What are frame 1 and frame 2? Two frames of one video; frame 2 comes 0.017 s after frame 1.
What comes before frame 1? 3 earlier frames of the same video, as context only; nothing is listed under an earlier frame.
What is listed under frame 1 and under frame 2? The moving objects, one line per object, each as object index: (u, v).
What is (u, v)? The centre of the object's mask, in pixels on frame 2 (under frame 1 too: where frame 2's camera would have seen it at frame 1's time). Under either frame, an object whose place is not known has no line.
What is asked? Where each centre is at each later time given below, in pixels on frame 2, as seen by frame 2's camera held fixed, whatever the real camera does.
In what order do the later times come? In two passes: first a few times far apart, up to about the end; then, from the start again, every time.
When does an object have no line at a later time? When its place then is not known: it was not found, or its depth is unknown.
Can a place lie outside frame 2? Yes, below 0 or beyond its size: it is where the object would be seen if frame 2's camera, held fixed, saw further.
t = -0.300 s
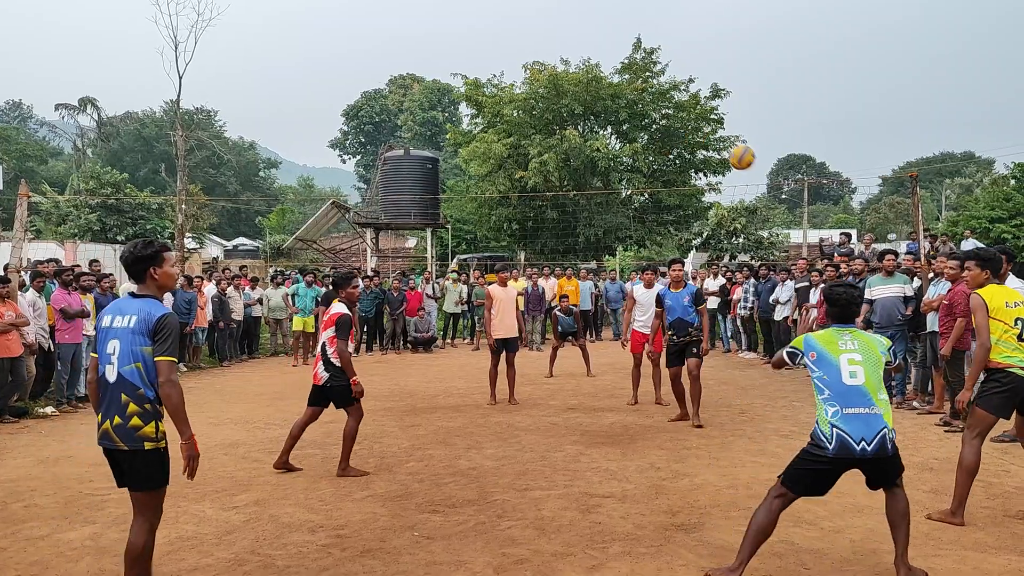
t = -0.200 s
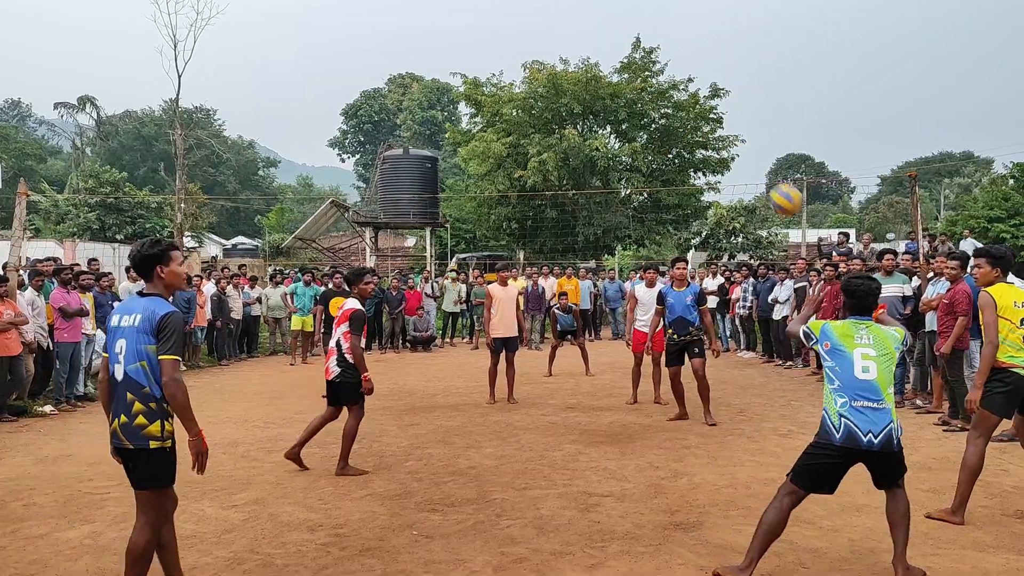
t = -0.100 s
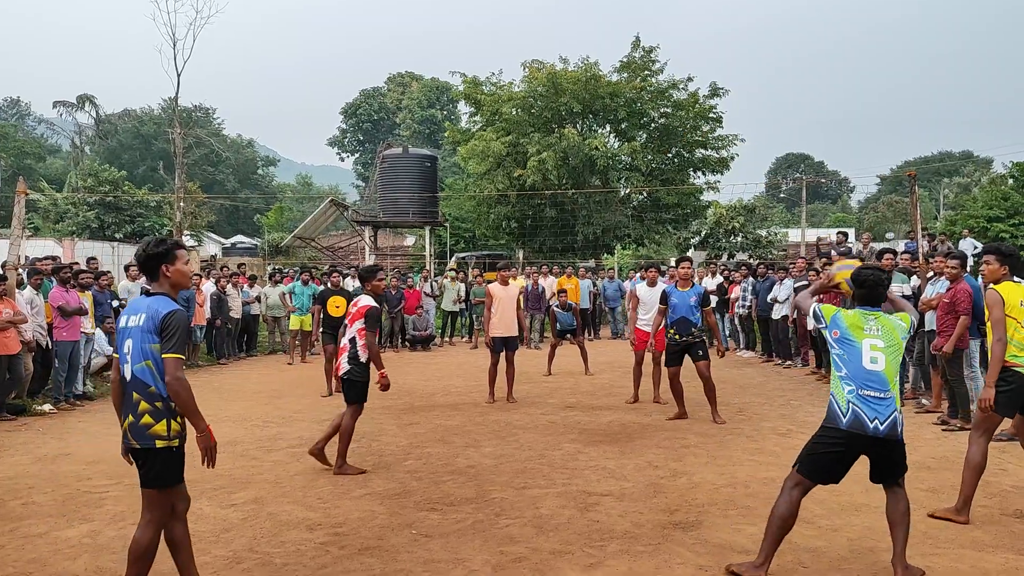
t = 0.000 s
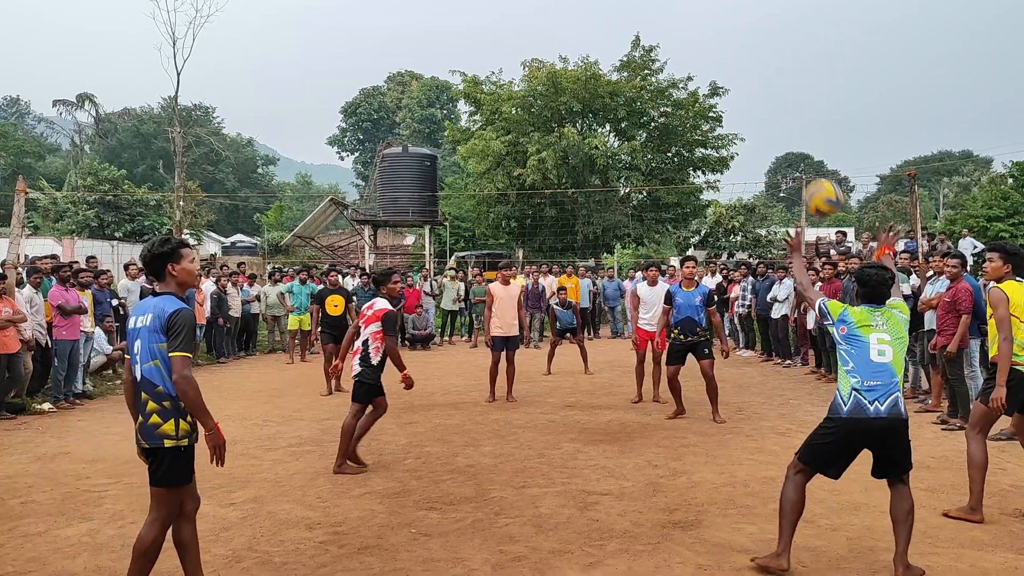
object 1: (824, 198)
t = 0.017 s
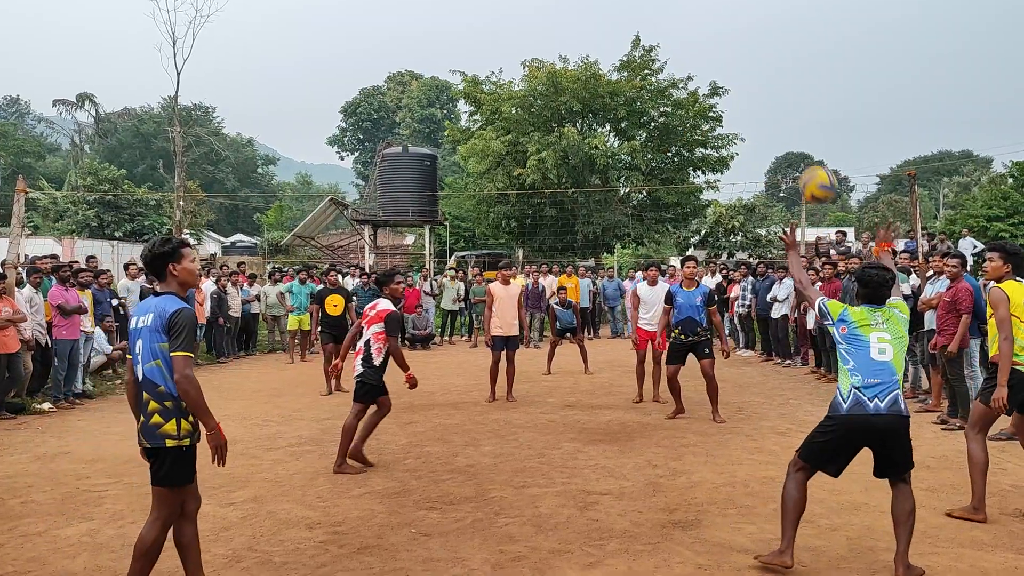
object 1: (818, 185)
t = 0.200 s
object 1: (767, 86)
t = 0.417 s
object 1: (724, 52)
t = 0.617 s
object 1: (694, 75)
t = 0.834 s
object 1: (670, 143)
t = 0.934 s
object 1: (661, 187)
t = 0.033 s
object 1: (812, 173)
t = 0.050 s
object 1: (808, 161)
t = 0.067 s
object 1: (803, 151)
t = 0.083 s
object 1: (798, 140)
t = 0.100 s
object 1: (793, 130)
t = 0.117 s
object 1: (789, 121)
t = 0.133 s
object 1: (784, 113)
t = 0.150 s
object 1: (780, 105)
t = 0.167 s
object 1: (776, 98)
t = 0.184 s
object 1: (771, 92)
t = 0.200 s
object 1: (767, 86)
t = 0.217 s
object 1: (763, 80)
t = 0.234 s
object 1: (759, 76)
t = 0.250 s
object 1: (756, 71)
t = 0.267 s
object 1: (752, 68)
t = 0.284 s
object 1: (749, 64)
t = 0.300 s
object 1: (745, 61)
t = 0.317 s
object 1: (742, 59)
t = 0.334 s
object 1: (739, 57)
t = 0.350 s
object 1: (735, 55)
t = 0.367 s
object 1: (733, 54)
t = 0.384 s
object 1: (729, 53)
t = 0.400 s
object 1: (727, 52)
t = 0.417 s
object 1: (724, 52)
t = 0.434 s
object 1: (721, 52)
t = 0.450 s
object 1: (718, 53)
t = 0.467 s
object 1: (715, 54)
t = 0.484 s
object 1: (713, 55)
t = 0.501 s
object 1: (710, 56)
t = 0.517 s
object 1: (708, 58)
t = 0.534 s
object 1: (705, 60)
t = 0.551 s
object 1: (703, 63)
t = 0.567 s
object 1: (701, 66)
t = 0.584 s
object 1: (698, 69)
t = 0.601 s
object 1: (696, 72)
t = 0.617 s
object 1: (694, 75)
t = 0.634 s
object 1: (692, 79)
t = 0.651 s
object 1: (690, 83)
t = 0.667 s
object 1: (688, 87)
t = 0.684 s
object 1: (685, 92)
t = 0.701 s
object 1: (684, 97)
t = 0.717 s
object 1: (682, 102)
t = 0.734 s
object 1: (680, 107)
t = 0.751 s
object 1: (678, 112)
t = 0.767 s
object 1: (676, 119)
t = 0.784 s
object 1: (675, 125)
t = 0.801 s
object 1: (673, 131)
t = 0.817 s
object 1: (671, 137)
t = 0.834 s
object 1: (670, 143)
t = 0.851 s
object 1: (668, 150)
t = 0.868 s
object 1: (667, 157)
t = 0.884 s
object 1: (665, 164)
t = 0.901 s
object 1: (664, 172)
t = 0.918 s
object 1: (662, 179)
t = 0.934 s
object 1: (661, 187)
